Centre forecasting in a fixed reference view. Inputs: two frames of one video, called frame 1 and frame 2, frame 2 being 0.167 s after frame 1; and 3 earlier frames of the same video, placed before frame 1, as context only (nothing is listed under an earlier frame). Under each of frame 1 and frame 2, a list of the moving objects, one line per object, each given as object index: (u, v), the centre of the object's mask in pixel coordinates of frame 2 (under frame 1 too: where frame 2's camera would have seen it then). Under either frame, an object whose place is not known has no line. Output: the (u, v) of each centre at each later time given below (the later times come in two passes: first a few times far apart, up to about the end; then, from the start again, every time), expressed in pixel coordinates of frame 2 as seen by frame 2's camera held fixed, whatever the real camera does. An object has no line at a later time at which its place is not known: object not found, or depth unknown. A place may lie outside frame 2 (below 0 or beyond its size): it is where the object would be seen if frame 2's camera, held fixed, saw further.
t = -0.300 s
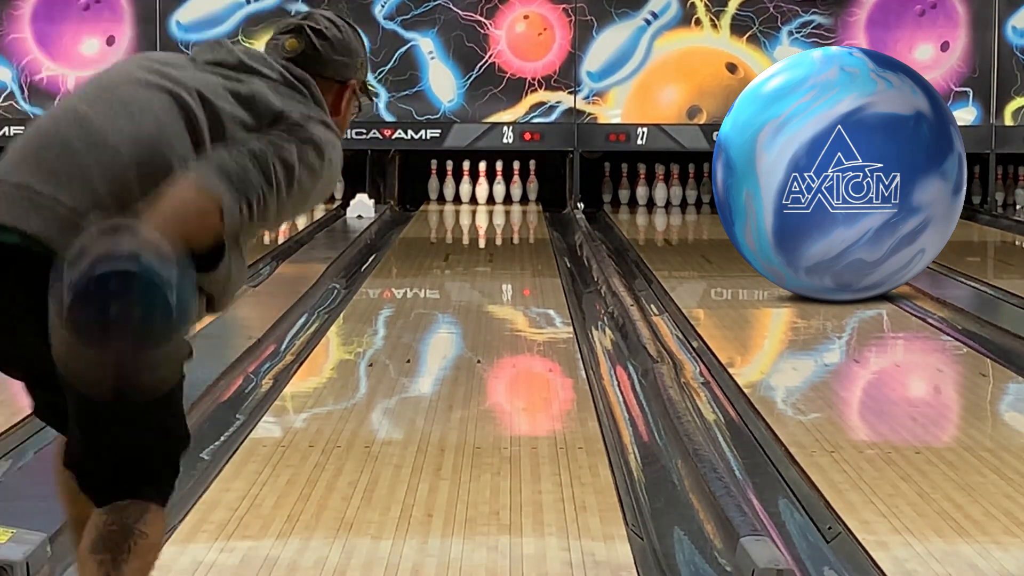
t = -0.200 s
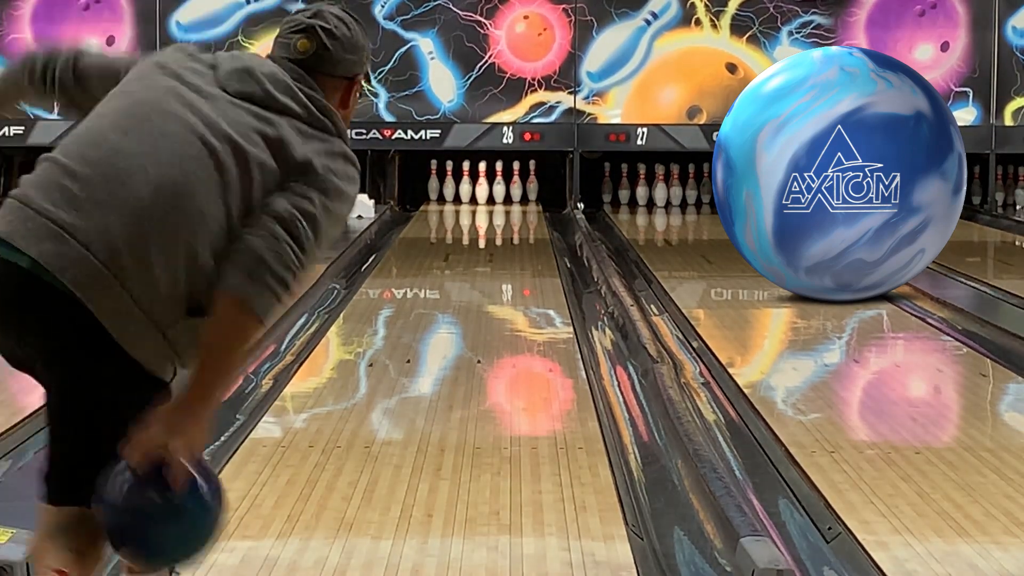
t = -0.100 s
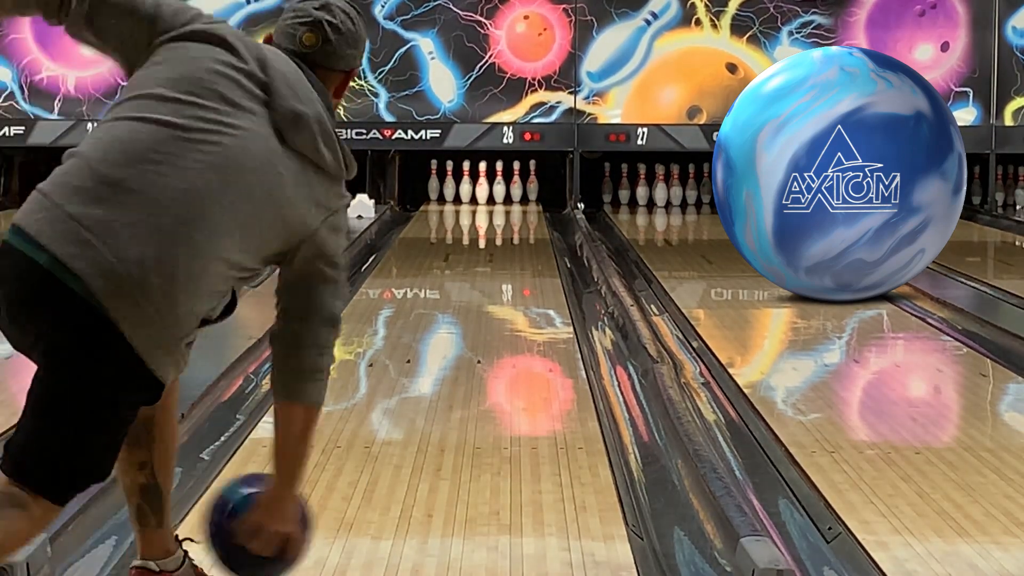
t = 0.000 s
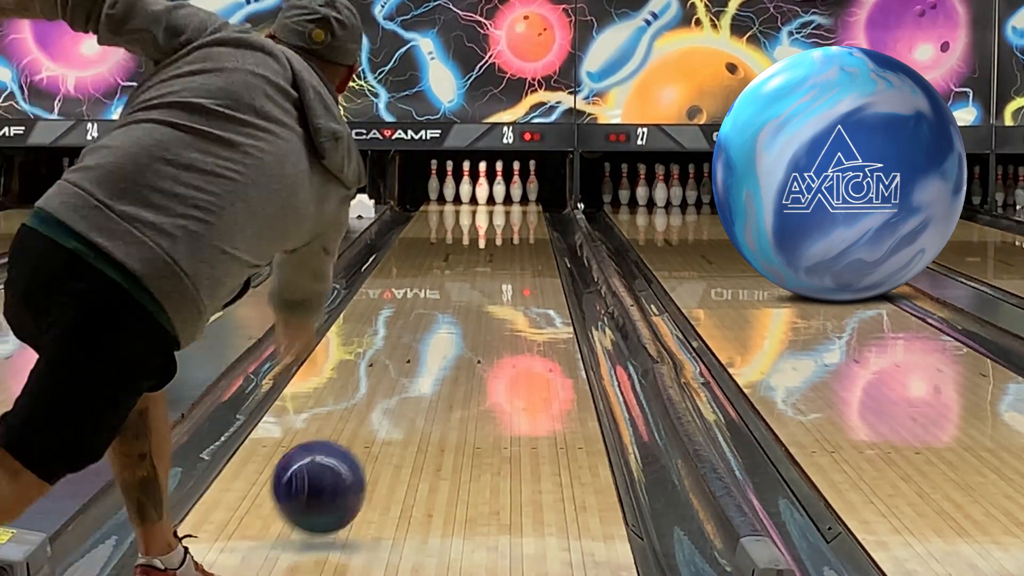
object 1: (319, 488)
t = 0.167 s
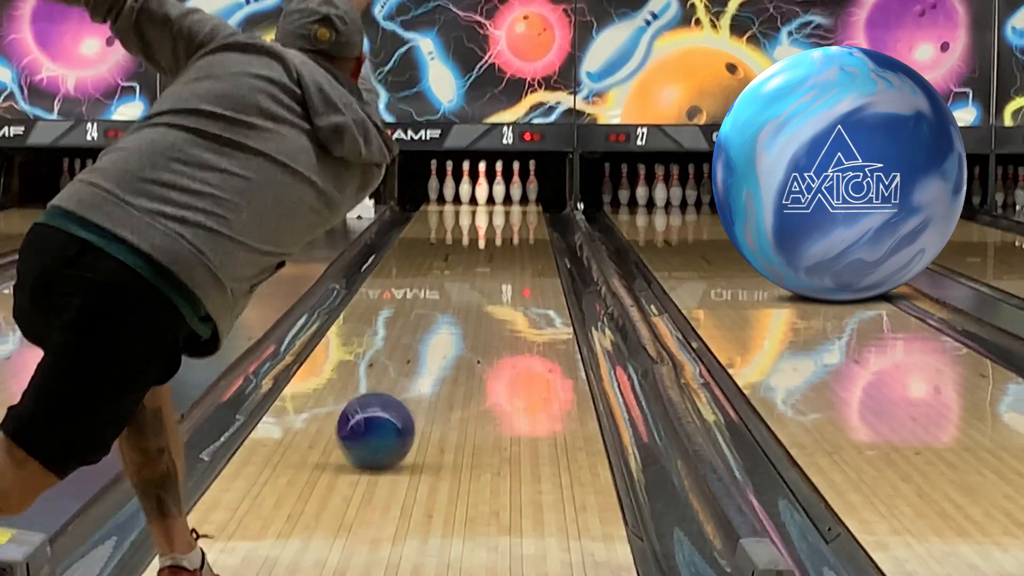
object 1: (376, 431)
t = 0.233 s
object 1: (393, 410)
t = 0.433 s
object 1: (434, 359)
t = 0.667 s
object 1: (467, 317)
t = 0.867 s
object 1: (486, 290)
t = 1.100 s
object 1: (503, 266)
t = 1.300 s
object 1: (513, 249)
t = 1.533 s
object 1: (521, 233)
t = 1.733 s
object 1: (526, 222)
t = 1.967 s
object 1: (524, 212)
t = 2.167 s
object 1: (515, 205)
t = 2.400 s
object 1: (498, 197)
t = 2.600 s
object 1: (492, 192)
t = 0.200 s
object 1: (385, 420)
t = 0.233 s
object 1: (393, 410)
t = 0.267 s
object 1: (401, 400)
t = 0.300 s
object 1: (409, 390)
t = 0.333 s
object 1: (415, 382)
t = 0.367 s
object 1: (422, 373)
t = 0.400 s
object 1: (428, 366)
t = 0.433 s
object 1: (434, 359)
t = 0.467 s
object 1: (440, 351)
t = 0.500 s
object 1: (445, 345)
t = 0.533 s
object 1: (449, 339)
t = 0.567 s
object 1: (454, 333)
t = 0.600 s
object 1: (459, 327)
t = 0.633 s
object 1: (463, 322)
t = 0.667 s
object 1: (467, 317)
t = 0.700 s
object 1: (470, 312)
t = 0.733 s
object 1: (474, 308)
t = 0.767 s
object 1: (477, 303)
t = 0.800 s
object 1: (480, 299)
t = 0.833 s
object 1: (483, 295)
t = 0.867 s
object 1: (486, 290)
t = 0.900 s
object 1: (489, 286)
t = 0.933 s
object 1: (492, 283)
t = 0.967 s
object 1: (494, 279)
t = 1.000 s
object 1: (497, 276)
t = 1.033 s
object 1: (499, 272)
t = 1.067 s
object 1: (501, 269)
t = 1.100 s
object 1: (503, 266)
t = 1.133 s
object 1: (505, 263)
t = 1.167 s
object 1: (507, 260)
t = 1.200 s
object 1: (508, 257)
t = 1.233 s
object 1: (510, 254)
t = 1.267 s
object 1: (512, 252)
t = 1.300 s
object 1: (513, 249)
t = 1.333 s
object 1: (515, 247)
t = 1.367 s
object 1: (516, 244)
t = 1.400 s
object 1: (517, 242)
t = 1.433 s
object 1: (519, 240)
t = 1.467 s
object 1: (520, 237)
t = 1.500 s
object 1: (521, 235)
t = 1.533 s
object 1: (521, 233)
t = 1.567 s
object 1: (522, 232)
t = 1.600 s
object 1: (523, 230)
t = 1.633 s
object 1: (524, 228)
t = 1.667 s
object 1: (525, 226)
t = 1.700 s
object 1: (525, 224)
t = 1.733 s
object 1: (526, 222)
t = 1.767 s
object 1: (526, 221)
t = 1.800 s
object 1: (526, 220)
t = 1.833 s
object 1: (526, 217)
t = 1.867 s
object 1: (525, 217)
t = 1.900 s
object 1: (525, 215)
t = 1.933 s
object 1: (524, 213)
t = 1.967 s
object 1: (524, 212)
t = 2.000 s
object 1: (523, 211)
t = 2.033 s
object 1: (522, 210)
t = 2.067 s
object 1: (520, 208)
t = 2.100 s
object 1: (518, 207)
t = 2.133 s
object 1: (517, 206)
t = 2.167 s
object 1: (515, 205)
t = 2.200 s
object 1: (513, 204)
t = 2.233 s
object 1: (510, 203)
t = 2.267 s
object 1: (508, 201)
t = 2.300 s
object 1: (506, 200)
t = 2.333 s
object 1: (504, 199)
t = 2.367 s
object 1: (501, 199)
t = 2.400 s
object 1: (498, 197)
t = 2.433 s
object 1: (497, 195)
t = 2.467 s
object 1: (495, 194)
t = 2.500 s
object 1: (493, 193)
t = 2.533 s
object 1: (492, 193)
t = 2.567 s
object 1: (493, 193)
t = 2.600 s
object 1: (492, 192)
